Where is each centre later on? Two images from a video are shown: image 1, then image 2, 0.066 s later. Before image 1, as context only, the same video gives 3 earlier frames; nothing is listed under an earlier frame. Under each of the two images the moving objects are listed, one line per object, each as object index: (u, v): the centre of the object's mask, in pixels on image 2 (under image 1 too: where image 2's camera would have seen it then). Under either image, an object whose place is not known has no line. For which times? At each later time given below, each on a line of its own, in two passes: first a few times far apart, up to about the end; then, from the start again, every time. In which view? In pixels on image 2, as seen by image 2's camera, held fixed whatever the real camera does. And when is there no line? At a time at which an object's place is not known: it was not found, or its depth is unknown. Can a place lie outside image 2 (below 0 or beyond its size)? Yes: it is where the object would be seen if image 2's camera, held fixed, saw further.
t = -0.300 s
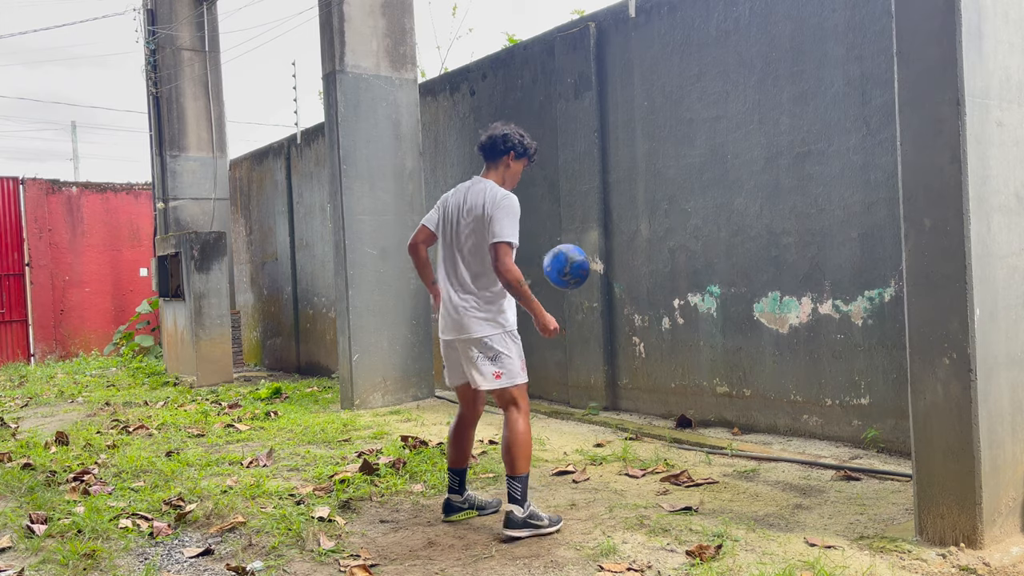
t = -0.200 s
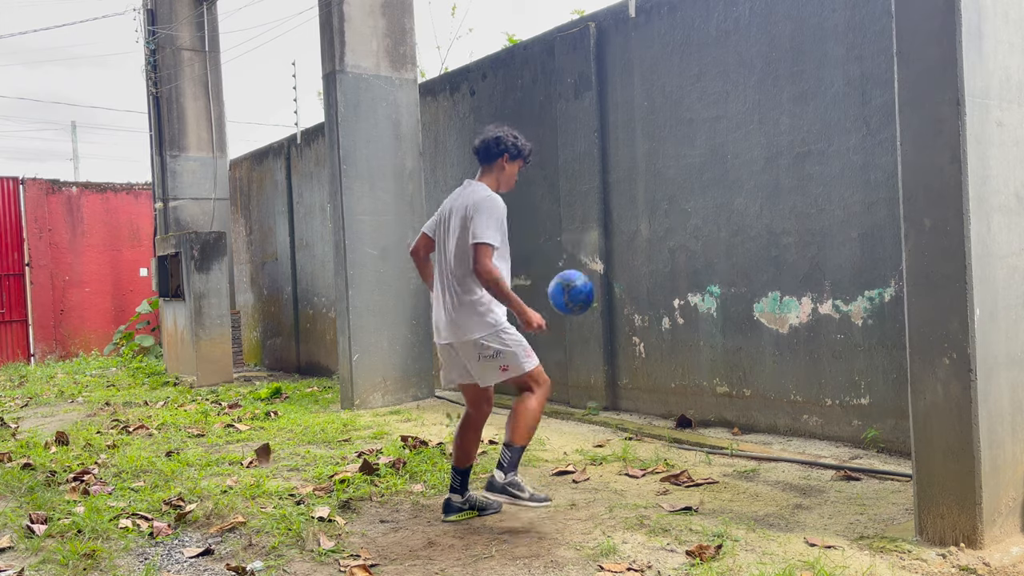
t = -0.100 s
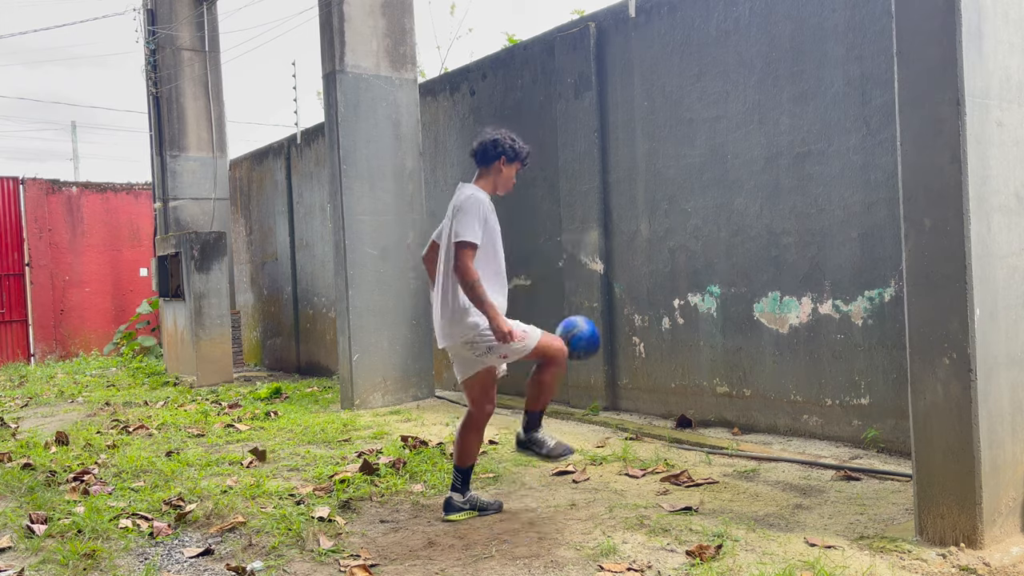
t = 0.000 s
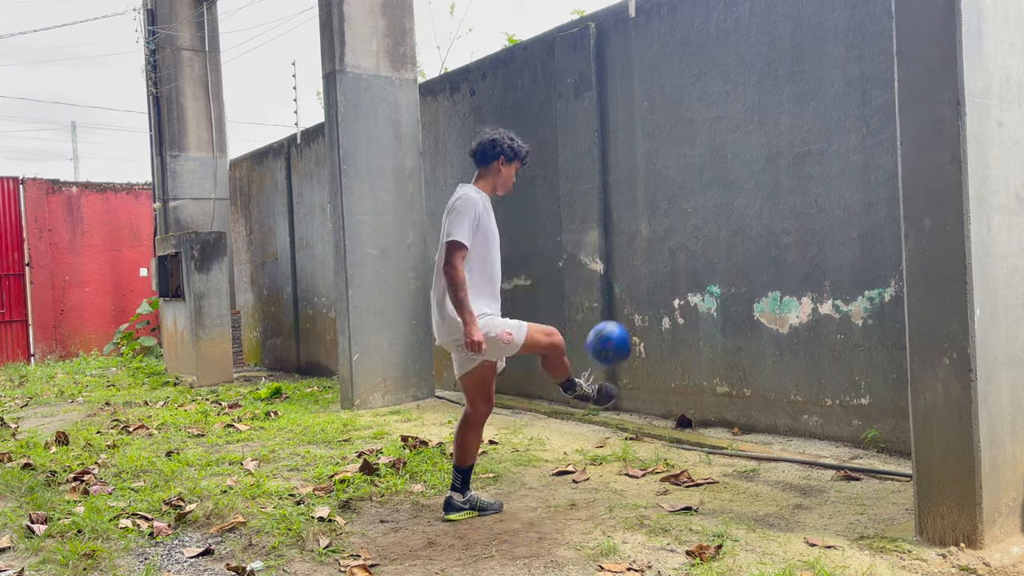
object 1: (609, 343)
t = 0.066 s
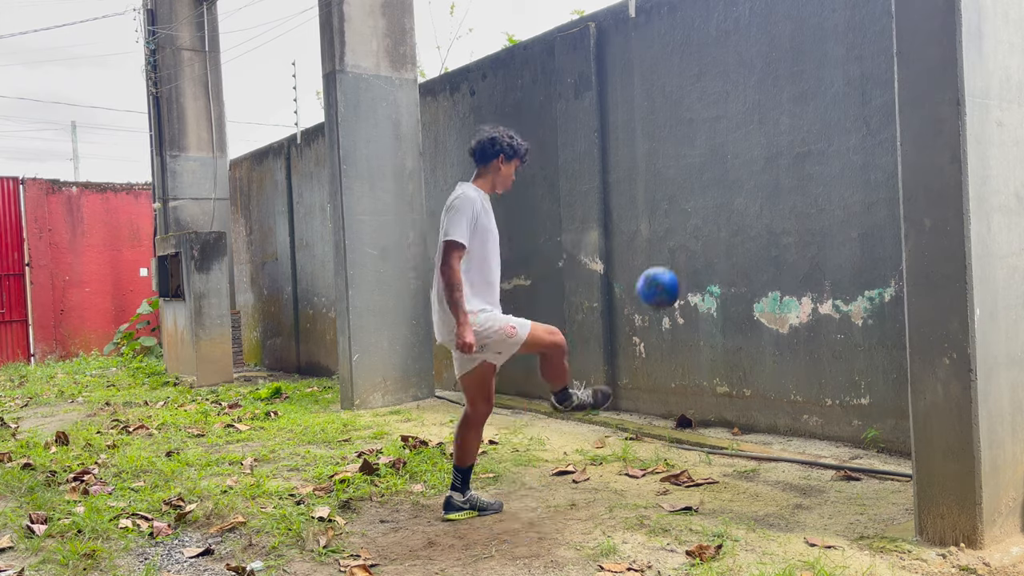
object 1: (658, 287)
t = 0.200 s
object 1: (748, 213)
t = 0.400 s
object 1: (775, 167)
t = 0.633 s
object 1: (699, 202)
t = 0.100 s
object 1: (682, 264)
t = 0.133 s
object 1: (705, 244)
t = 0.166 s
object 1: (726, 227)
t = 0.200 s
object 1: (748, 213)
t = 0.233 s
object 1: (768, 200)
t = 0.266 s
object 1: (789, 190)
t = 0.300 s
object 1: (805, 183)
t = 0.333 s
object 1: (794, 176)
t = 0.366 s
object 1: (785, 170)
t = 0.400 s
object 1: (775, 167)
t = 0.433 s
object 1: (765, 165)
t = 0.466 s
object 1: (754, 165)
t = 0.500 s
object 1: (743, 168)
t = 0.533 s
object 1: (732, 173)
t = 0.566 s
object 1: (721, 180)
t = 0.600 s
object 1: (710, 190)
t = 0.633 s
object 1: (699, 202)
